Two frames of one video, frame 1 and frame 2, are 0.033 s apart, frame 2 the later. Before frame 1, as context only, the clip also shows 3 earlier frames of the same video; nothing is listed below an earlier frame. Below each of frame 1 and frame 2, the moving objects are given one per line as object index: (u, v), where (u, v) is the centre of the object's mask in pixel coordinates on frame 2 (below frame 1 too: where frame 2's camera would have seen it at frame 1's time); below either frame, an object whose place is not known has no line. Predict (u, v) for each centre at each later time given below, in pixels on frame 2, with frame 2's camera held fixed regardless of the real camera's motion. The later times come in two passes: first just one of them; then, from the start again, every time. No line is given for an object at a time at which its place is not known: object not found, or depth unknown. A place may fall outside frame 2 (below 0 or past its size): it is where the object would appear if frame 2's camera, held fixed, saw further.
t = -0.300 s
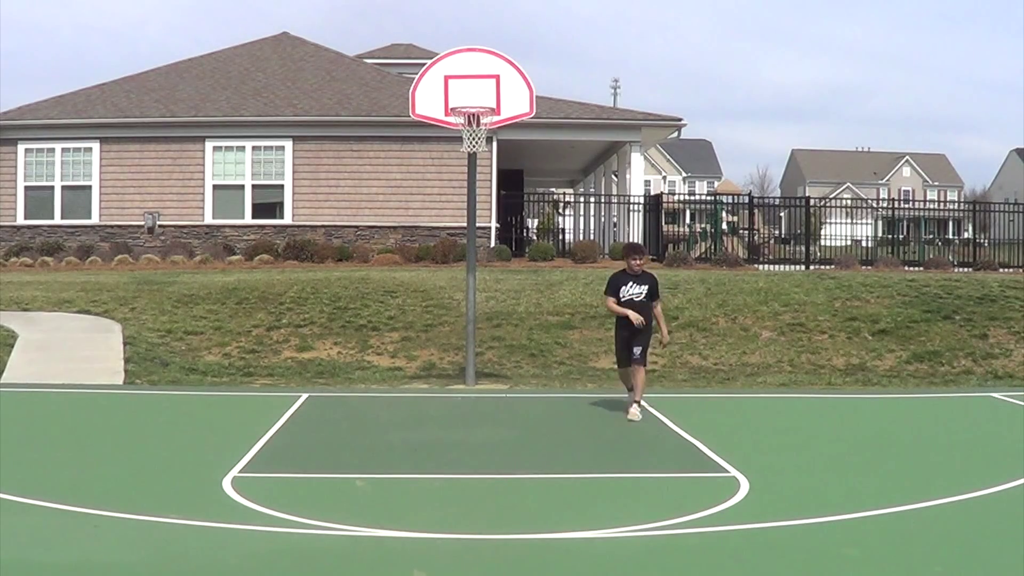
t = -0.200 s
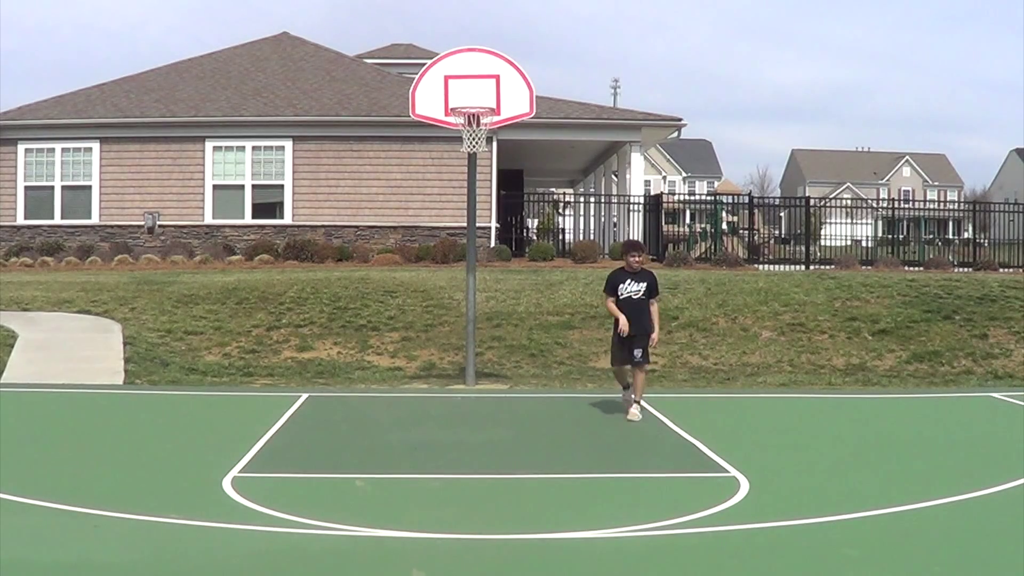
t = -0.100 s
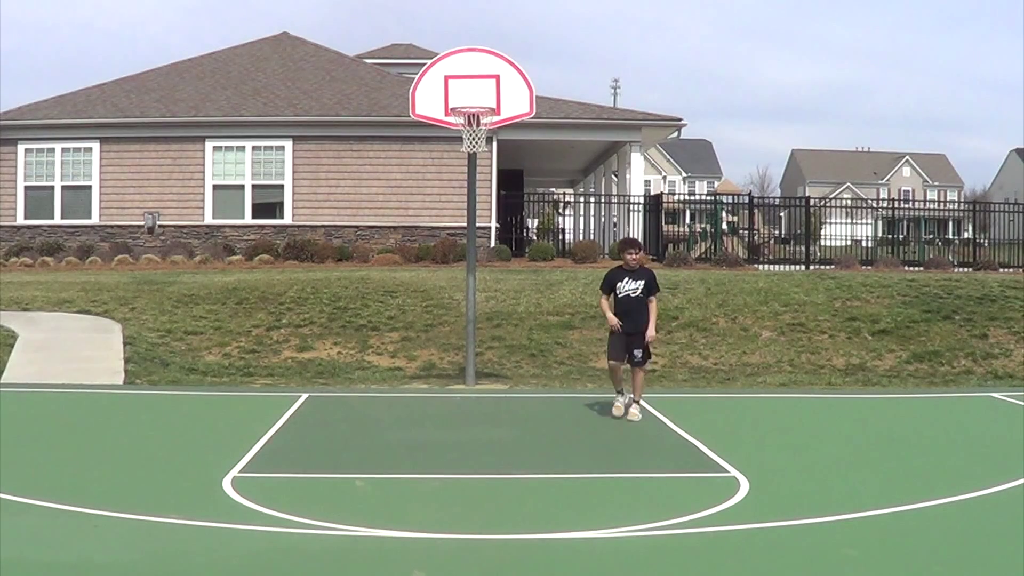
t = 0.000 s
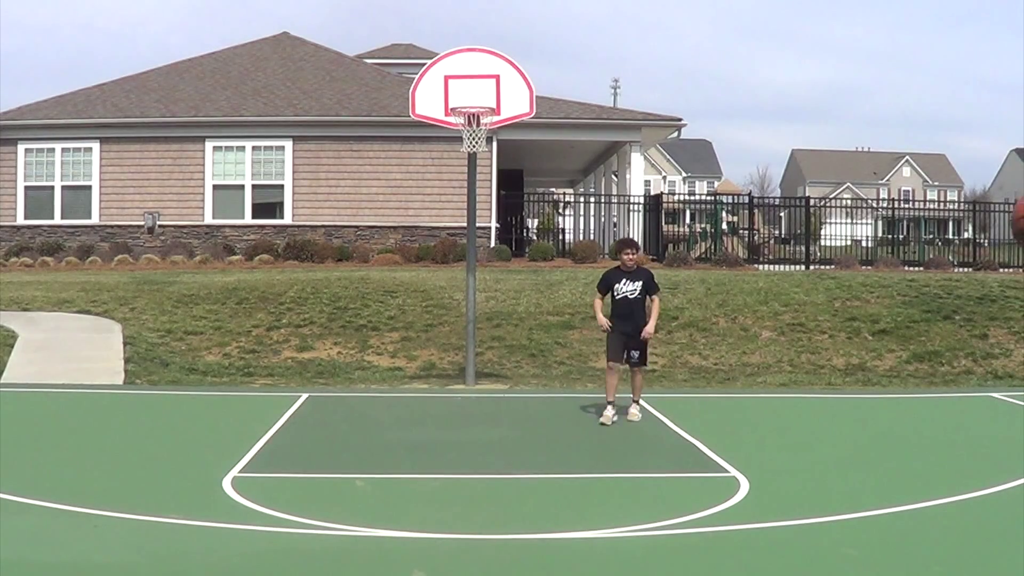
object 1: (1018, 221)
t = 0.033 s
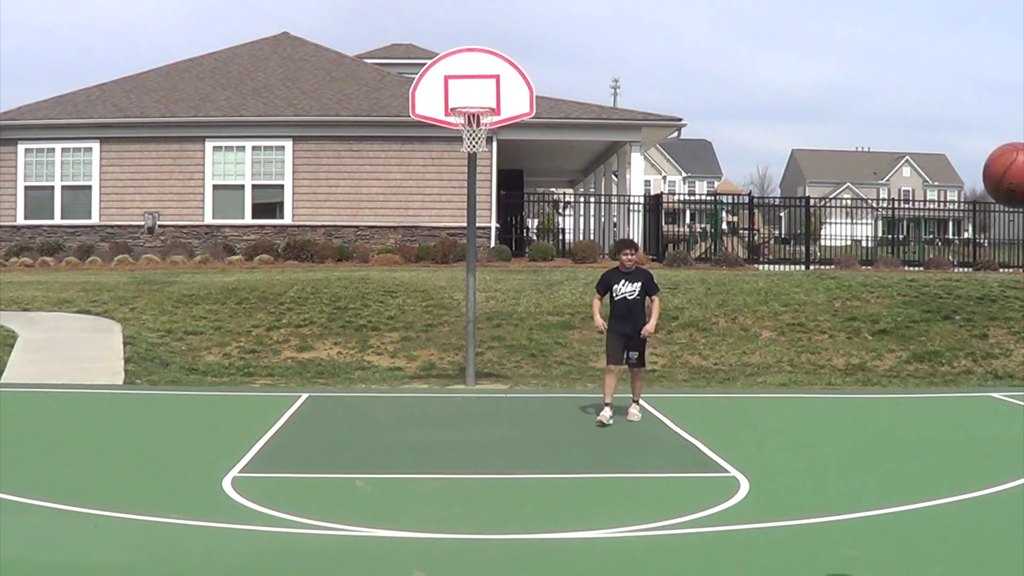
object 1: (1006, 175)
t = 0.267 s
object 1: (860, 12)
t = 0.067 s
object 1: (989, 135)
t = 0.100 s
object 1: (963, 101)
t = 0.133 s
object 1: (939, 73)
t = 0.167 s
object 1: (917, 50)
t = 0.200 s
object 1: (897, 31)
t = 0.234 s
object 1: (878, 19)
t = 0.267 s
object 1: (860, 12)
